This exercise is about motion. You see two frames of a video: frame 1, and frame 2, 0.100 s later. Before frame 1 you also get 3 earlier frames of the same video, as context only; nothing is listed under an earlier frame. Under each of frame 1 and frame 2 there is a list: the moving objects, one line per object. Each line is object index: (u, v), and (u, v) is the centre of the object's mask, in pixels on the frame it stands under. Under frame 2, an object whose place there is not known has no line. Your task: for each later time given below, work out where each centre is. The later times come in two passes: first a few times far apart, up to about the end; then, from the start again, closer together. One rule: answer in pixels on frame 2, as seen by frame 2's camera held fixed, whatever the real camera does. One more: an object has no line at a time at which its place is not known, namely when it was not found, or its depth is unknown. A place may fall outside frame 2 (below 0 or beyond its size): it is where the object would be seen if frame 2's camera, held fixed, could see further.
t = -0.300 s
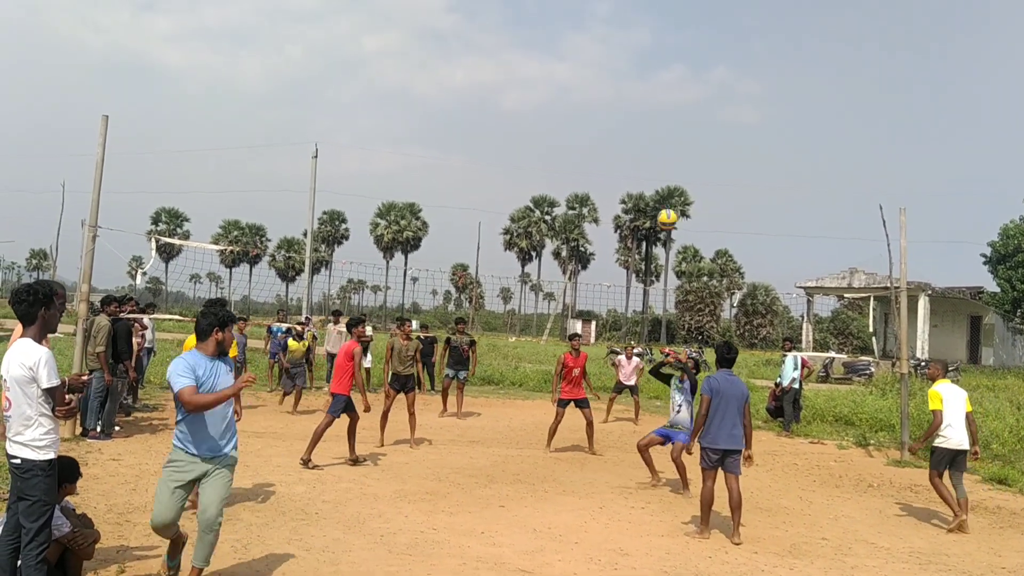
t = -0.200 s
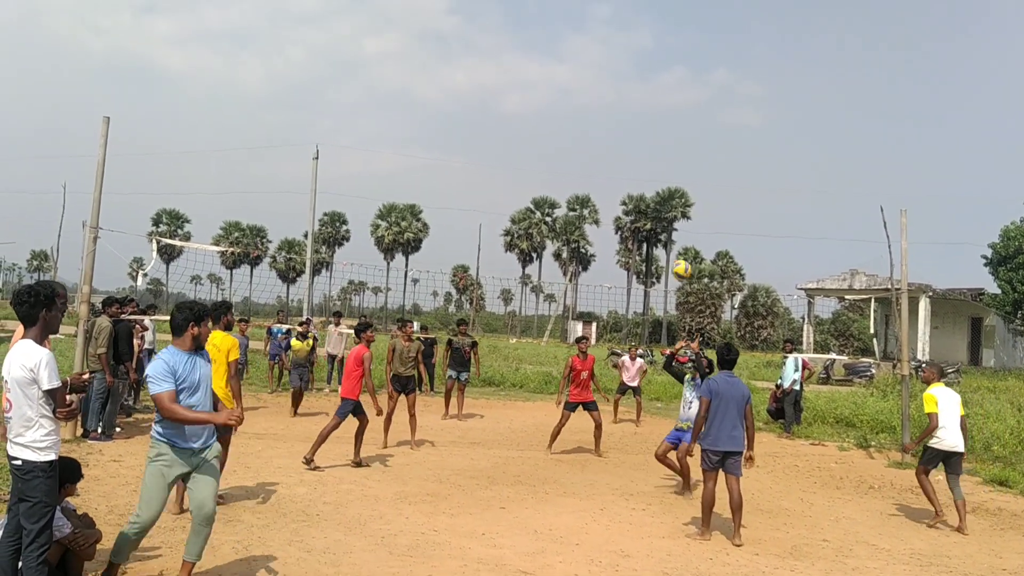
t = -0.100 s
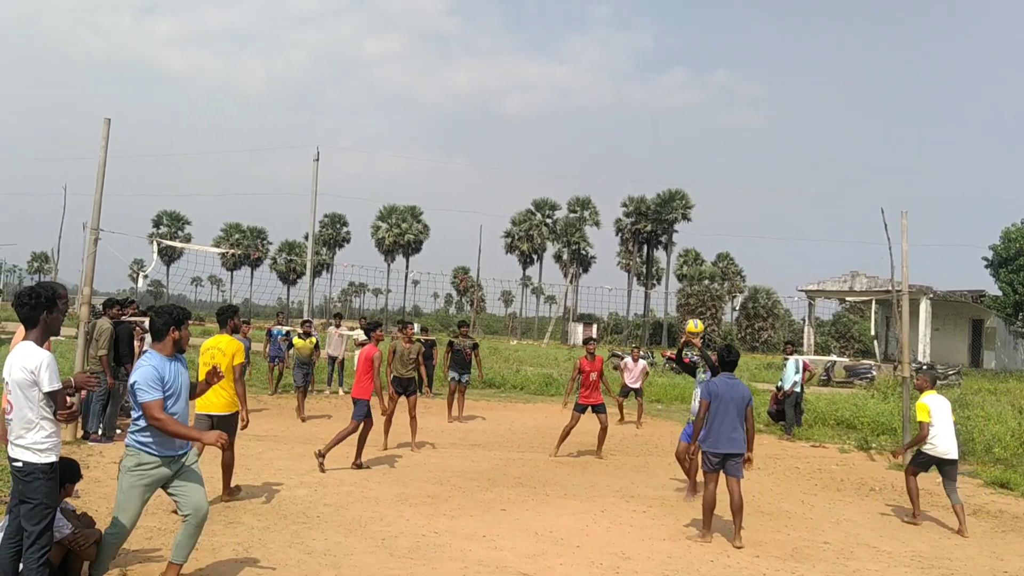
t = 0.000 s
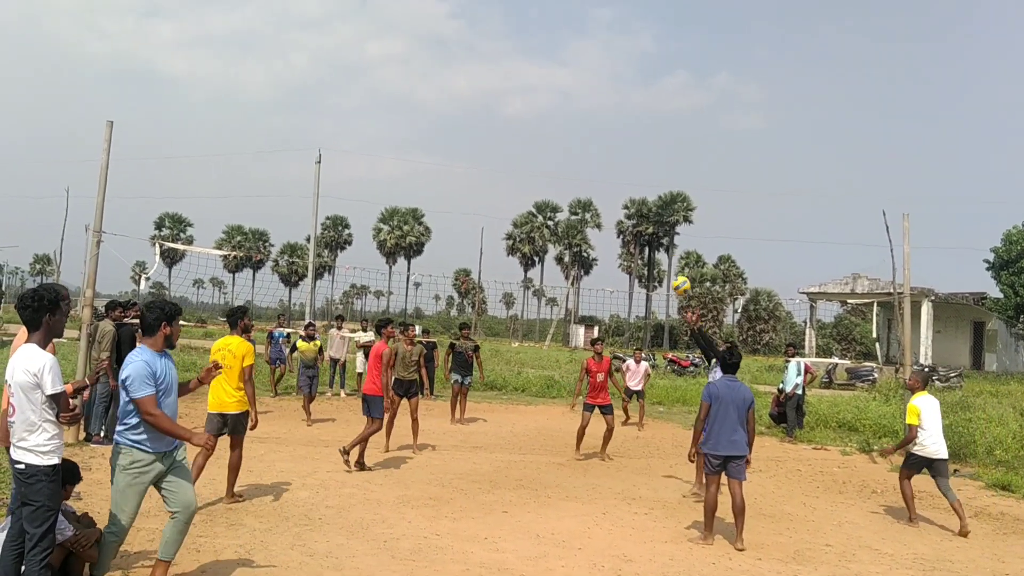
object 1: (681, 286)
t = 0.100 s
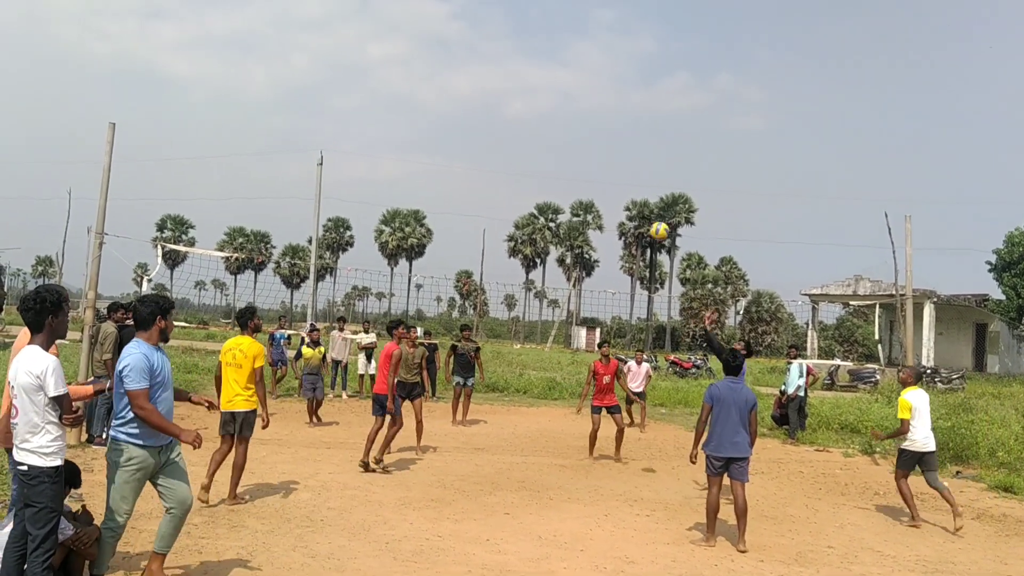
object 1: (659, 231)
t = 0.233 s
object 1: (627, 172)
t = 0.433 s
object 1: (578, 114)
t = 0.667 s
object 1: (520, 88)
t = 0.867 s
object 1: (469, 101)
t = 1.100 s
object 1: (407, 157)
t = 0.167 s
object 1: (643, 199)
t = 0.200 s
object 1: (635, 186)
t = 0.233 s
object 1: (627, 172)
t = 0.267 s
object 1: (619, 160)
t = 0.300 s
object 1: (611, 149)
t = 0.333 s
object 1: (603, 139)
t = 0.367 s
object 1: (595, 129)
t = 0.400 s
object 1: (586, 121)
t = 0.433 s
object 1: (578, 114)
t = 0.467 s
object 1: (570, 107)
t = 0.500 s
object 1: (562, 102)
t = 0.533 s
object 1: (554, 97)
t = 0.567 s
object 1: (545, 94)
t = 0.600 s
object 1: (537, 91)
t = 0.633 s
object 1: (528, 89)
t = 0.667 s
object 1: (520, 88)
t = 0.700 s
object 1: (512, 88)
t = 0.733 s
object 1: (503, 89)
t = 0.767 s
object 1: (495, 90)
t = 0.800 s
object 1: (486, 93)
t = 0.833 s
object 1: (477, 96)
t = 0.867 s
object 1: (469, 101)
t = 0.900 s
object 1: (460, 106)
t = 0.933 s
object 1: (451, 112)
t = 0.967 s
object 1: (442, 120)
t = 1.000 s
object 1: (434, 128)
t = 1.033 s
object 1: (425, 137)
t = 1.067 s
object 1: (415, 147)
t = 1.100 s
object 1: (407, 157)
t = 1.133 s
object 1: (397, 168)
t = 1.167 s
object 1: (388, 181)
